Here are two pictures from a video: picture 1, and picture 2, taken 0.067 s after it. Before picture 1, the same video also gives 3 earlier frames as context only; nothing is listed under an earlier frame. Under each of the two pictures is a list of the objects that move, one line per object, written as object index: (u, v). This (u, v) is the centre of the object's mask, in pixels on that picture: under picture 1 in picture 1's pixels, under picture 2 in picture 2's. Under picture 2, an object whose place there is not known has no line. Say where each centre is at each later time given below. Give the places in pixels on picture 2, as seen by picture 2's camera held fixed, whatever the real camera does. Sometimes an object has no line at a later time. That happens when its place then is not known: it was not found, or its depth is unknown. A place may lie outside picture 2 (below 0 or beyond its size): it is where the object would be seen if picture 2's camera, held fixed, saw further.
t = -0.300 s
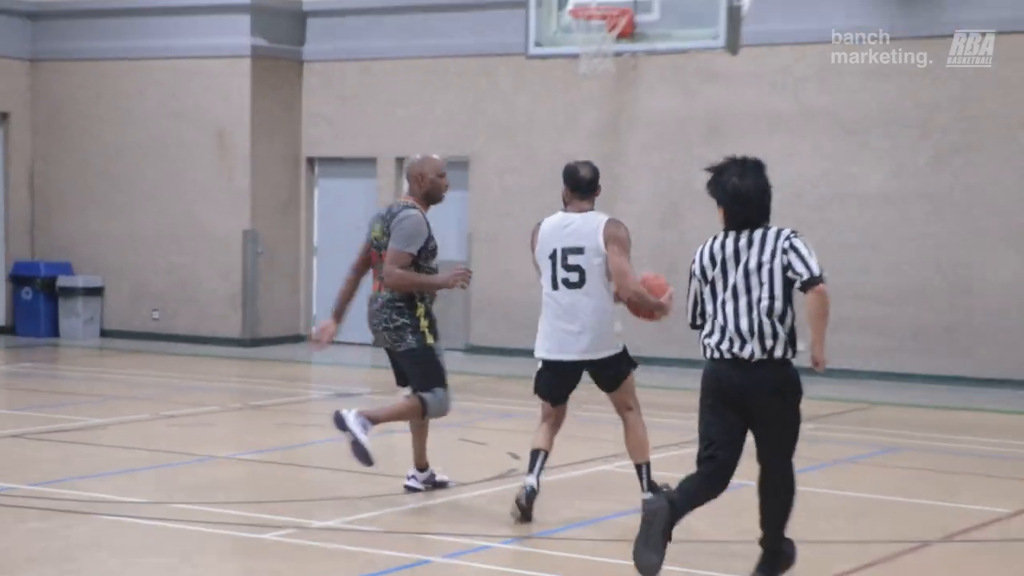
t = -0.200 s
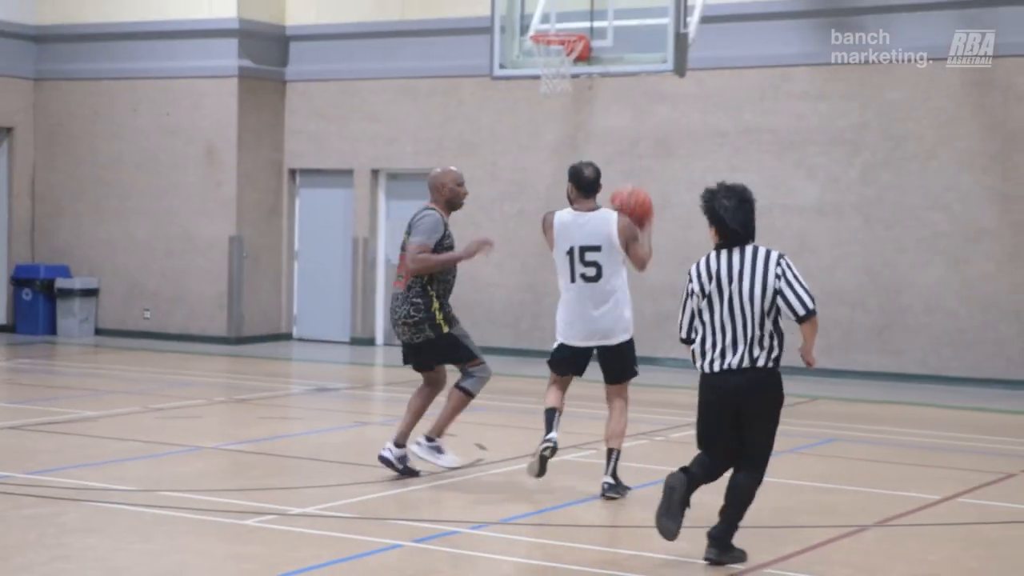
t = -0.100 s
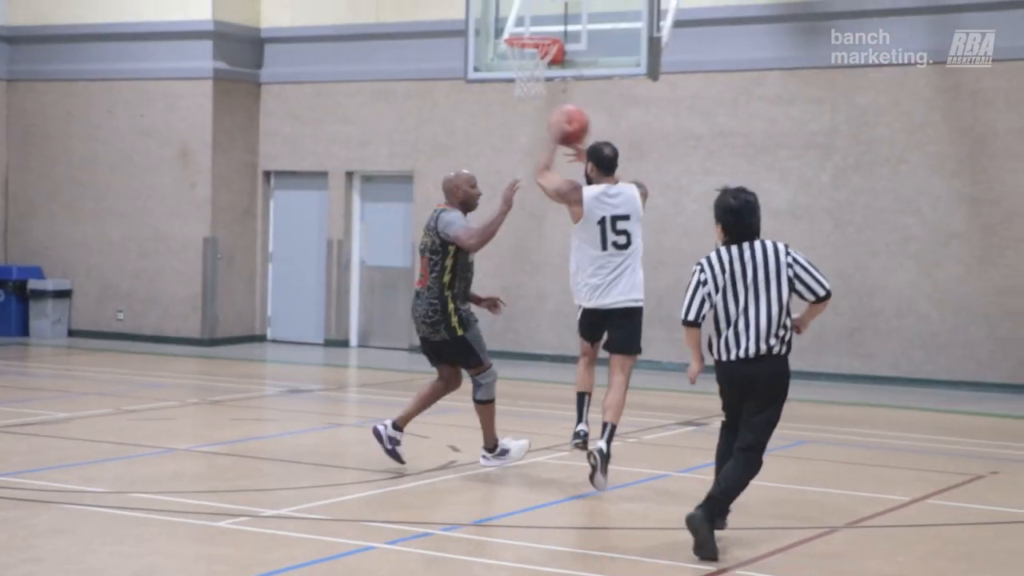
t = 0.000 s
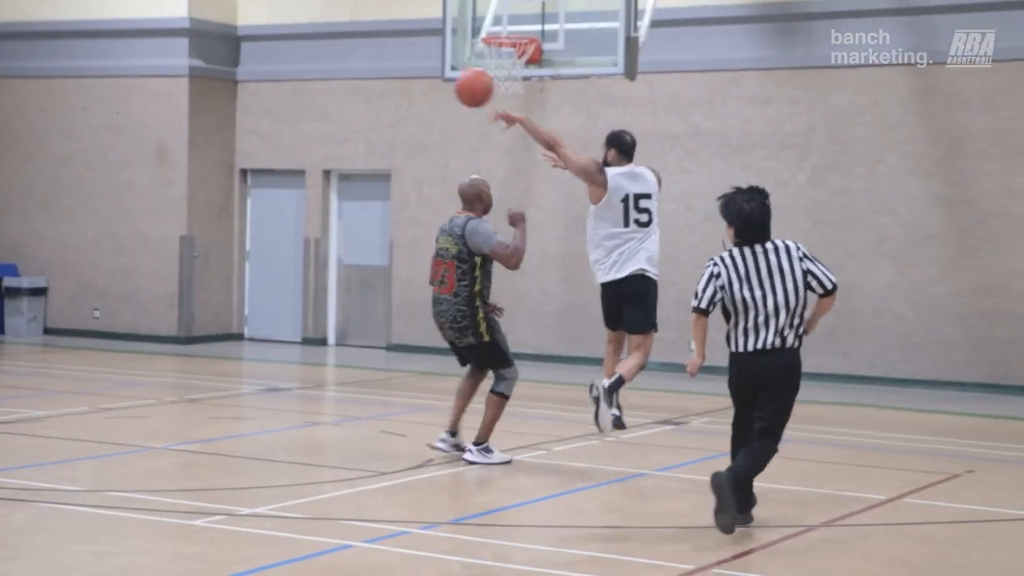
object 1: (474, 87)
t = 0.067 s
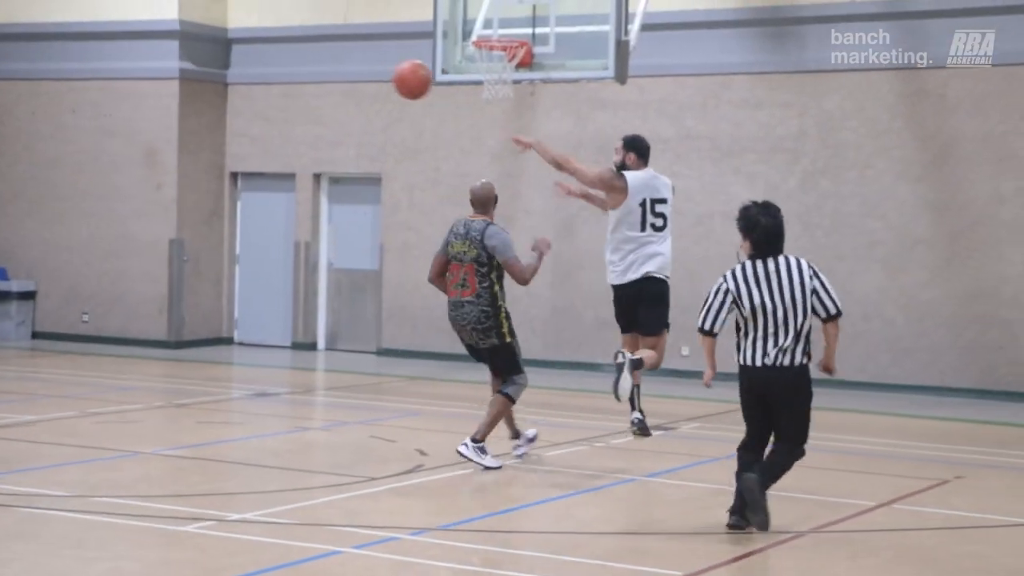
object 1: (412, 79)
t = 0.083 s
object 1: (399, 77)
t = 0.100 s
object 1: (386, 76)
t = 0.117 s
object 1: (373, 75)
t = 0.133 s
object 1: (360, 74)
